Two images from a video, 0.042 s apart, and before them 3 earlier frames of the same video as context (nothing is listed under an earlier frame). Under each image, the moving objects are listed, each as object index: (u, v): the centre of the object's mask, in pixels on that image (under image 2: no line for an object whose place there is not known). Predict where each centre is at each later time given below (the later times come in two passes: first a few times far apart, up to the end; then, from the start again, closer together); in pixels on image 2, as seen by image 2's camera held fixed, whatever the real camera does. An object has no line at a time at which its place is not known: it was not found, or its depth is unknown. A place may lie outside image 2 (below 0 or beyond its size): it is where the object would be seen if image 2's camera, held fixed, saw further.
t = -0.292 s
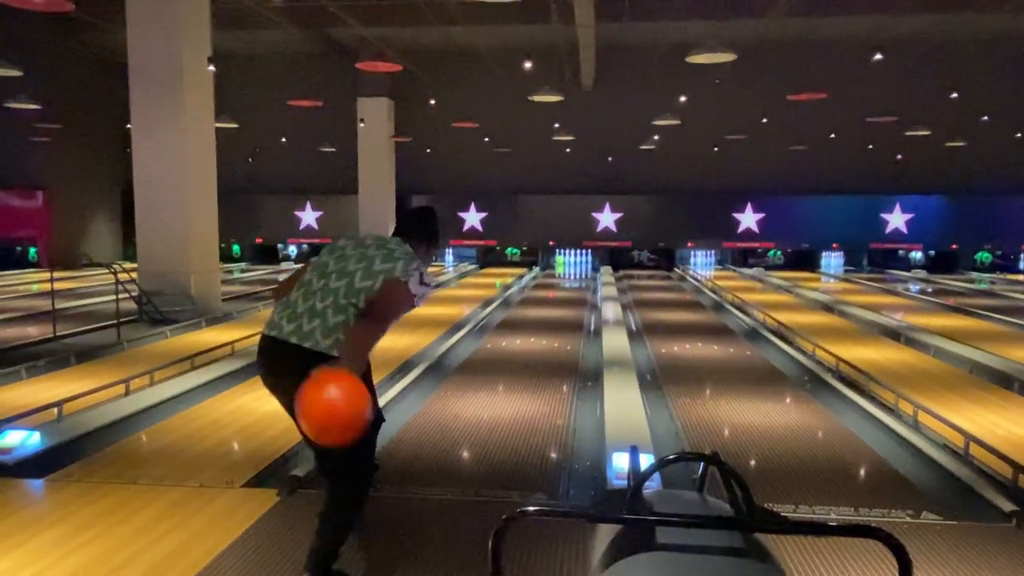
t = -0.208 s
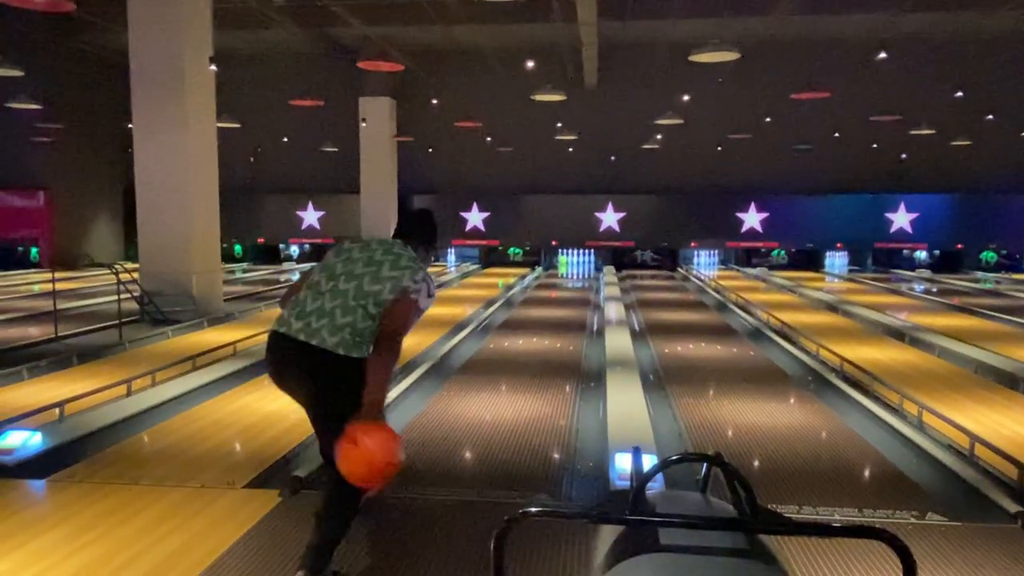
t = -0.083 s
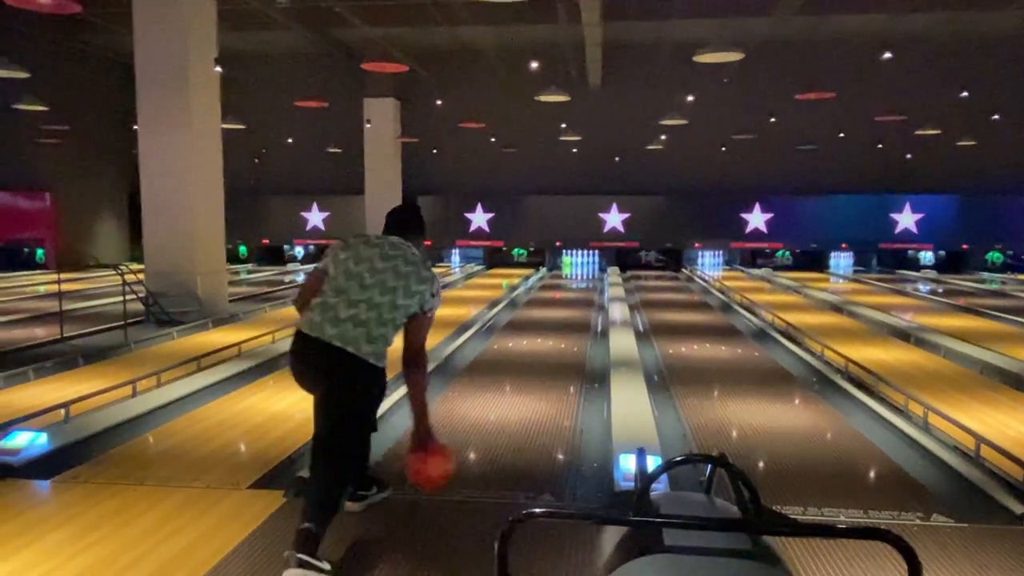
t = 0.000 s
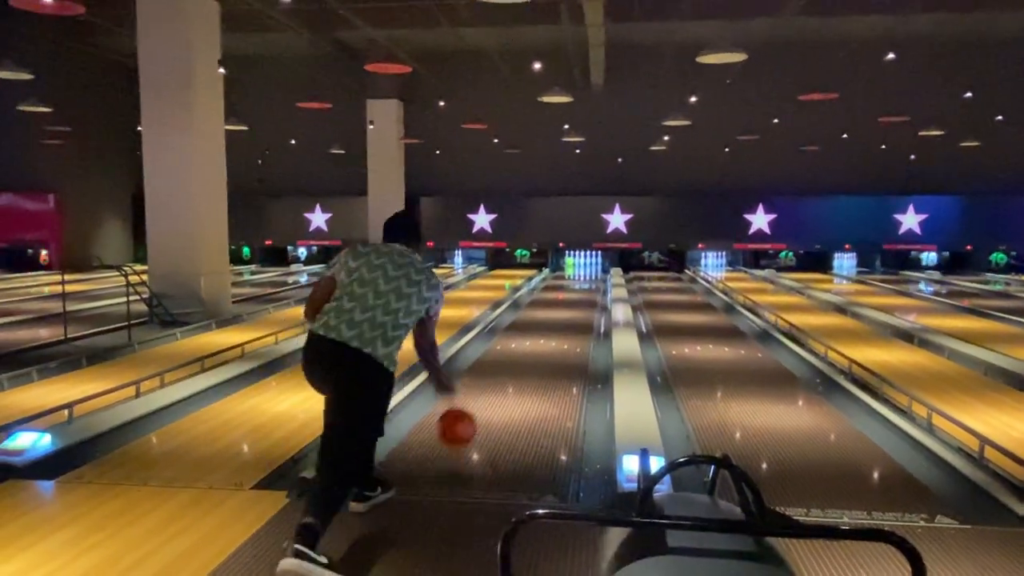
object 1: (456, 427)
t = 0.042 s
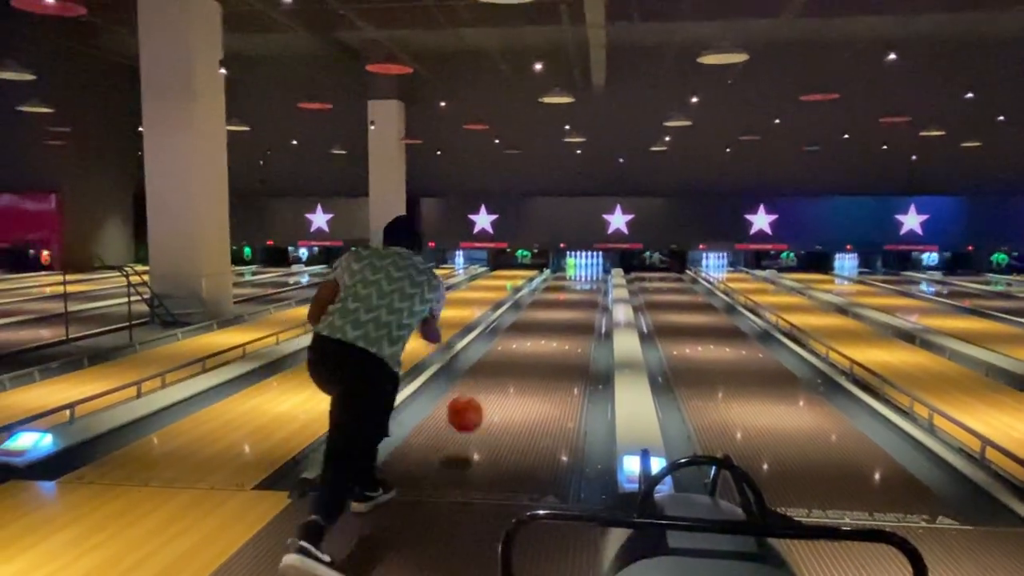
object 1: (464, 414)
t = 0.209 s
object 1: (490, 383)
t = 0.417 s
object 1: (508, 343)
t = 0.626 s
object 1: (518, 320)
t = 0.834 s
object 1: (526, 303)
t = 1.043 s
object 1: (532, 292)
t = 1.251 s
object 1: (534, 284)
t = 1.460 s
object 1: (543, 276)
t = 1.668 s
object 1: (547, 271)
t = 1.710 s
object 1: (548, 269)
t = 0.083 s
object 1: (474, 399)
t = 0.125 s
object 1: (479, 394)
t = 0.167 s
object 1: (485, 391)
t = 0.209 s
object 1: (490, 383)
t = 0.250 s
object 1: (494, 370)
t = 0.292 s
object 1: (496, 364)
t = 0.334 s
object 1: (502, 356)
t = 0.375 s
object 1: (504, 352)
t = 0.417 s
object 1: (508, 343)
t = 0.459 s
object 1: (510, 339)
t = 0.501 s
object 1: (513, 332)
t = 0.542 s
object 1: (514, 329)
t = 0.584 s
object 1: (517, 323)
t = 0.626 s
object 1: (518, 320)
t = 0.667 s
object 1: (520, 317)
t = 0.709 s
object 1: (522, 314)
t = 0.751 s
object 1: (523, 309)
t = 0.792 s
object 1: (525, 306)
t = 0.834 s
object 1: (526, 303)
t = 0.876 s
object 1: (527, 300)
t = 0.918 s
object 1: (529, 297)
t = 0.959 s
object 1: (530, 296)
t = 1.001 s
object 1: (531, 293)
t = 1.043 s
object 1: (532, 292)
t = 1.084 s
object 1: (533, 288)
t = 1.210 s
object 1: (534, 285)
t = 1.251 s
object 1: (534, 284)
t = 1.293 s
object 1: (537, 282)
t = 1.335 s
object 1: (539, 280)
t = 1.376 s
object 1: (541, 278)
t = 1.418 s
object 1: (542, 277)
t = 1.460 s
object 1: (543, 276)
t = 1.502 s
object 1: (543, 276)
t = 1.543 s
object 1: (544, 276)
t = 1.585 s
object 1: (546, 273)
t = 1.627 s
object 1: (546, 271)
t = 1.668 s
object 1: (547, 271)
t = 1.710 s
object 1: (548, 269)
